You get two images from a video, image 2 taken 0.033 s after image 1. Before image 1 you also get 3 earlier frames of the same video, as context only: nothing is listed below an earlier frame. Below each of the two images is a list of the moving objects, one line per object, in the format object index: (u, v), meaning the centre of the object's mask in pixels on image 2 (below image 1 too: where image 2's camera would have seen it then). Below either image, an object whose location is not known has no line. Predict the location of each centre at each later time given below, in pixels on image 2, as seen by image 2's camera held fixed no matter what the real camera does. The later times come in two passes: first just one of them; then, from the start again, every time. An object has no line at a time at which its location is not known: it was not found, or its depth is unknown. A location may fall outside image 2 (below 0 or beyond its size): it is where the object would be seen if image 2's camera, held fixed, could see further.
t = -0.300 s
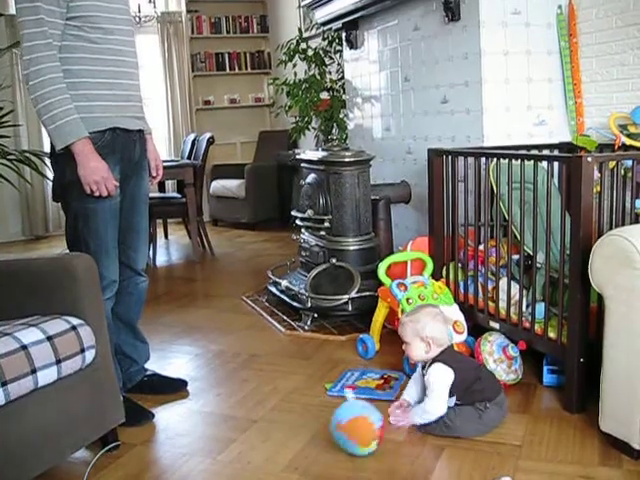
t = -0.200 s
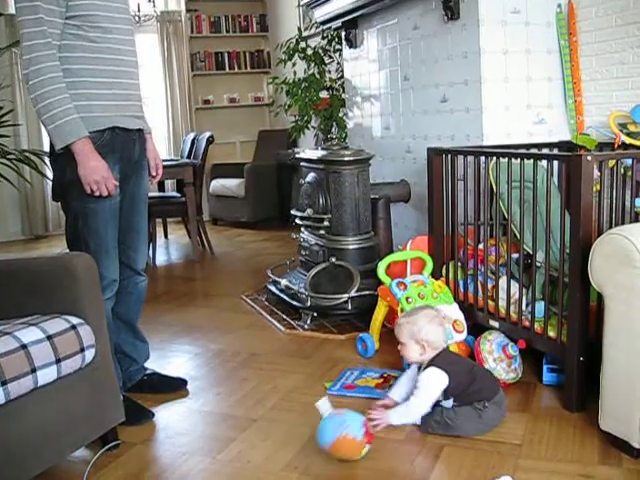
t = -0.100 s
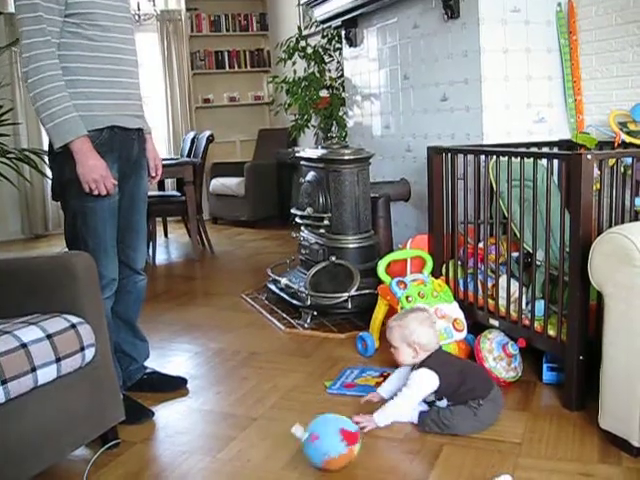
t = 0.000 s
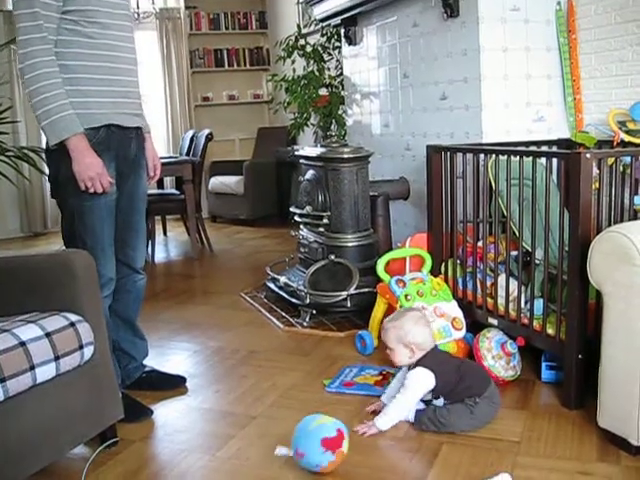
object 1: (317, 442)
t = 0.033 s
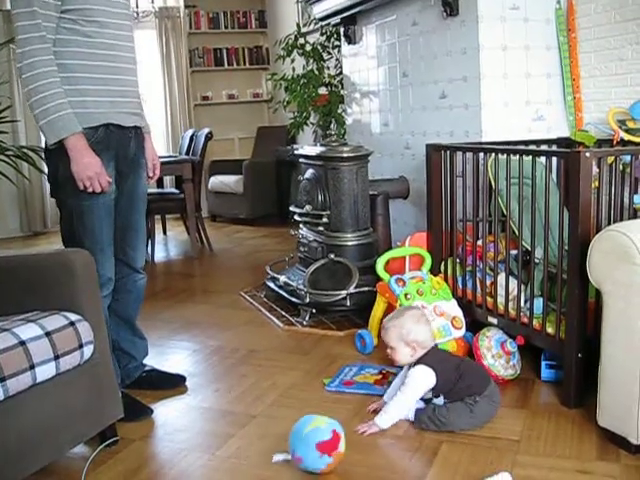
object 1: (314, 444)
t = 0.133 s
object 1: (308, 450)
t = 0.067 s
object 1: (312, 447)
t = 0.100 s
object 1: (311, 448)
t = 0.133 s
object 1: (308, 450)
